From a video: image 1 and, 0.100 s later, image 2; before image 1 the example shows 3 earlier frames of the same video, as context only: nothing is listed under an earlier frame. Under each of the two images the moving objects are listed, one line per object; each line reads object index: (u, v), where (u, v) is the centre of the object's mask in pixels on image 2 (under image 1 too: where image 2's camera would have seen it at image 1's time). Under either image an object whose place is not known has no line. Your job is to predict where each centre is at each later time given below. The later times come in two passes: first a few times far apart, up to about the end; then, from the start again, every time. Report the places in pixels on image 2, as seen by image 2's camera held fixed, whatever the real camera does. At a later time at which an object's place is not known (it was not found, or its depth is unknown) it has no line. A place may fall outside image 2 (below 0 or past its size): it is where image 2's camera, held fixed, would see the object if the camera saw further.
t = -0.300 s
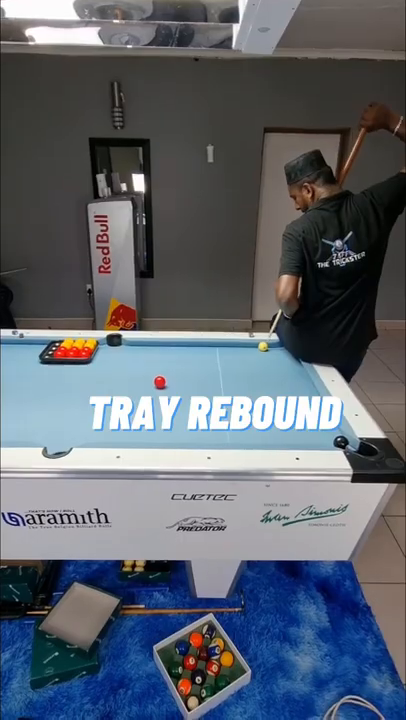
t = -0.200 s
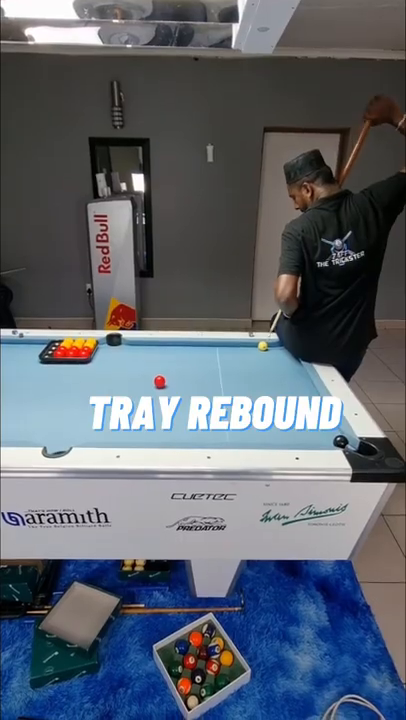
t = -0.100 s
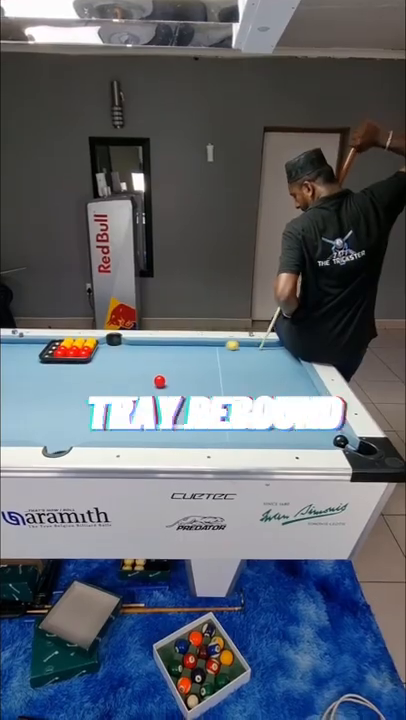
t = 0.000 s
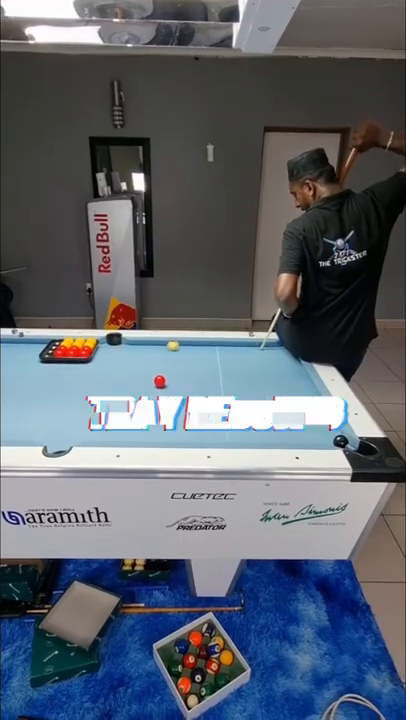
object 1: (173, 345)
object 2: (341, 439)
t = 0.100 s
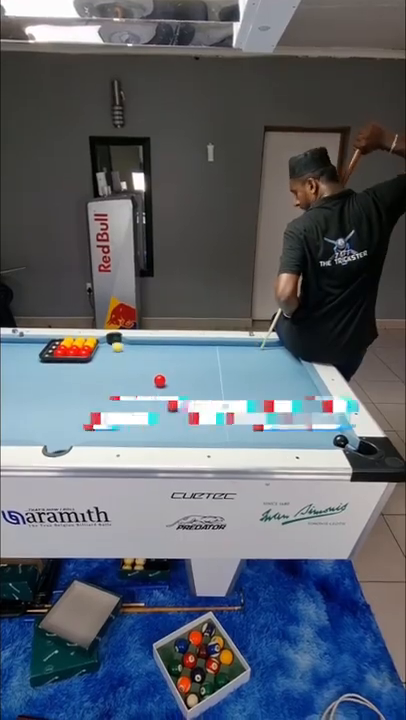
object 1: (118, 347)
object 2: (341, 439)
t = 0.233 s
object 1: (127, 354)
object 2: (341, 439)
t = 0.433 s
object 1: (173, 371)
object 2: (341, 439)
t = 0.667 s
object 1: (233, 394)
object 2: (340, 439)
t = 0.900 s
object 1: (307, 422)
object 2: (341, 439)
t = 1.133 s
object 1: (327, 435)
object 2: (348, 443)
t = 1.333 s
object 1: (319, 437)
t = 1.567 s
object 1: (312, 438)
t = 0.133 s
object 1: (100, 348)
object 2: (341, 439)
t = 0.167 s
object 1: (108, 350)
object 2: (341, 439)
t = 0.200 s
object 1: (119, 352)
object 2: (341, 439)
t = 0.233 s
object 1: (127, 354)
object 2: (341, 439)
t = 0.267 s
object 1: (135, 357)
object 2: (341, 439)
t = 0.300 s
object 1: (143, 359)
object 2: (341, 439)
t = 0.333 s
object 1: (150, 362)
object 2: (341, 439)
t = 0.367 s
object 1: (158, 365)
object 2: (341, 439)
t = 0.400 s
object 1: (165, 367)
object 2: (341, 439)
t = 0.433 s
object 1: (173, 371)
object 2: (341, 439)
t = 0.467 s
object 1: (181, 374)
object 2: (341, 439)
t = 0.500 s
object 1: (189, 377)
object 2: (341, 439)
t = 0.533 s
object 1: (197, 380)
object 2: (341, 439)
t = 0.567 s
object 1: (206, 384)
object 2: (341, 439)
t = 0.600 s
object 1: (215, 387)
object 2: (340, 439)
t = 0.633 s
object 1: (224, 391)
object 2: (340, 439)
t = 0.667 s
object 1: (233, 394)
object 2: (340, 439)
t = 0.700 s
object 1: (243, 398)
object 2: (340, 439)
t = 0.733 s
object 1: (253, 402)
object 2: (340, 439)
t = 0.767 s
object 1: (263, 406)
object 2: (341, 439)
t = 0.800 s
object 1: (274, 410)
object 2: (341, 439)
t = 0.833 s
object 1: (284, 414)
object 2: (341, 439)
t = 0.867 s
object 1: (295, 418)
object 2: (341, 440)
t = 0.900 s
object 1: (307, 422)
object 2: (341, 439)
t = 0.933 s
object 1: (318, 427)
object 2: (341, 439)
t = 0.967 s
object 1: (331, 431)
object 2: (341, 439)
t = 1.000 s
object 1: (335, 433)
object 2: (341, 441)
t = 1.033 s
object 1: (332, 435)
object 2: (343, 443)
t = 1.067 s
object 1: (329, 434)
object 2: (345, 443)
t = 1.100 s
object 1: (328, 435)
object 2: (347, 443)
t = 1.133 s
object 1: (327, 435)
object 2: (348, 443)
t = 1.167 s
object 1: (326, 435)
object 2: (350, 443)
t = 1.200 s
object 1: (324, 435)
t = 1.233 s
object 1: (323, 436)
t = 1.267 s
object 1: (322, 436)
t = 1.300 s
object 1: (321, 436)
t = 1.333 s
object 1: (319, 437)
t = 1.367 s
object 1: (318, 437)
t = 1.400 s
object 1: (317, 437)
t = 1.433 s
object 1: (316, 437)
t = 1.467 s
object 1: (315, 437)
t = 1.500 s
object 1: (314, 437)
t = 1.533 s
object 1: (313, 437)
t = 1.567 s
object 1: (312, 438)
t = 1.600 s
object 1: (311, 438)
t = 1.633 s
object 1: (310, 438)
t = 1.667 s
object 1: (309, 438)
